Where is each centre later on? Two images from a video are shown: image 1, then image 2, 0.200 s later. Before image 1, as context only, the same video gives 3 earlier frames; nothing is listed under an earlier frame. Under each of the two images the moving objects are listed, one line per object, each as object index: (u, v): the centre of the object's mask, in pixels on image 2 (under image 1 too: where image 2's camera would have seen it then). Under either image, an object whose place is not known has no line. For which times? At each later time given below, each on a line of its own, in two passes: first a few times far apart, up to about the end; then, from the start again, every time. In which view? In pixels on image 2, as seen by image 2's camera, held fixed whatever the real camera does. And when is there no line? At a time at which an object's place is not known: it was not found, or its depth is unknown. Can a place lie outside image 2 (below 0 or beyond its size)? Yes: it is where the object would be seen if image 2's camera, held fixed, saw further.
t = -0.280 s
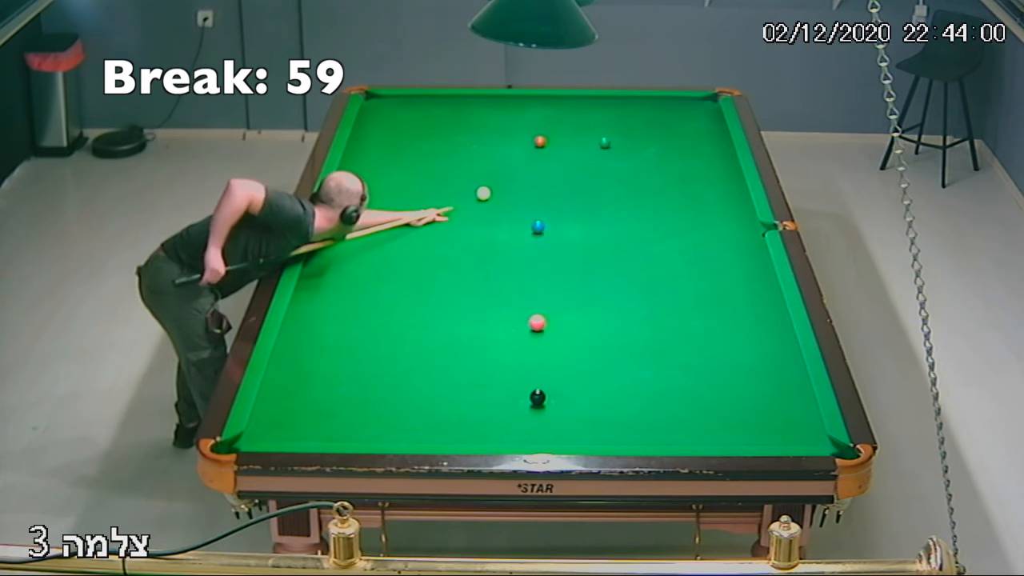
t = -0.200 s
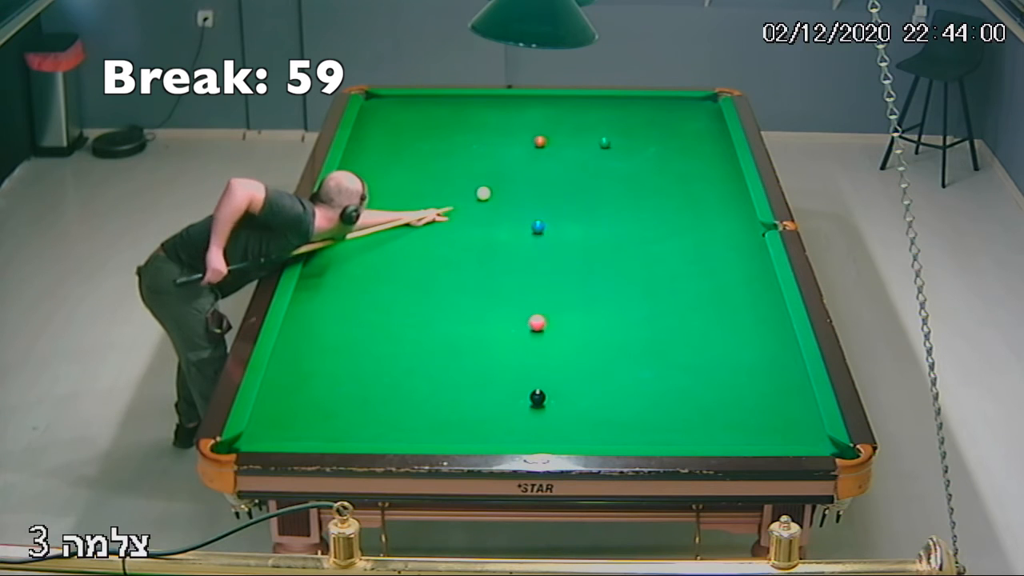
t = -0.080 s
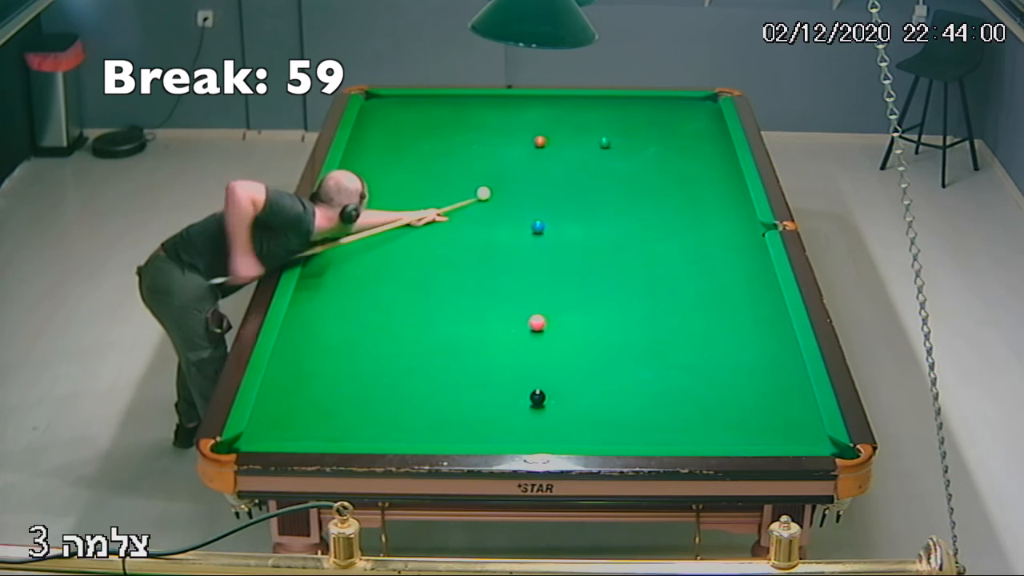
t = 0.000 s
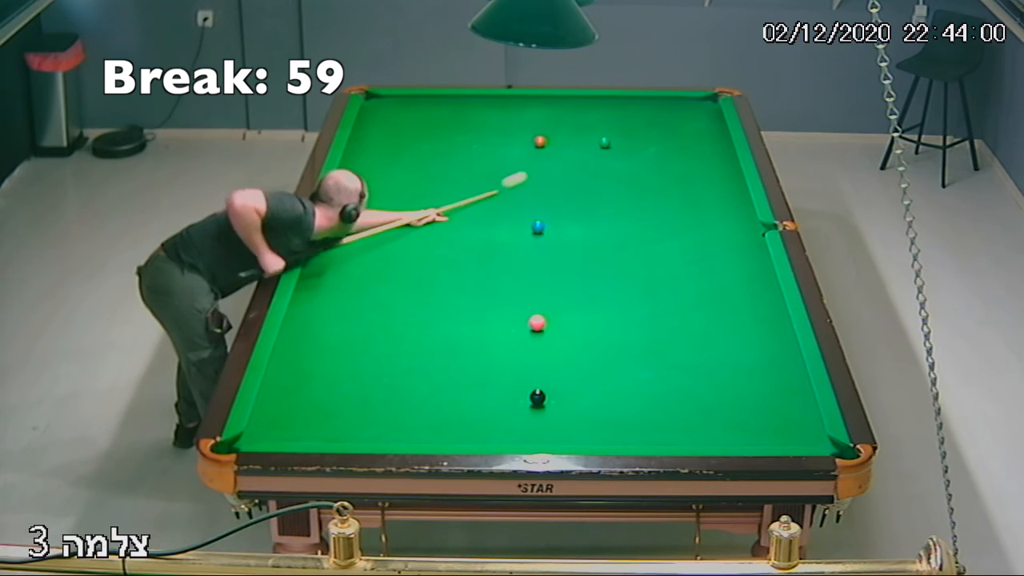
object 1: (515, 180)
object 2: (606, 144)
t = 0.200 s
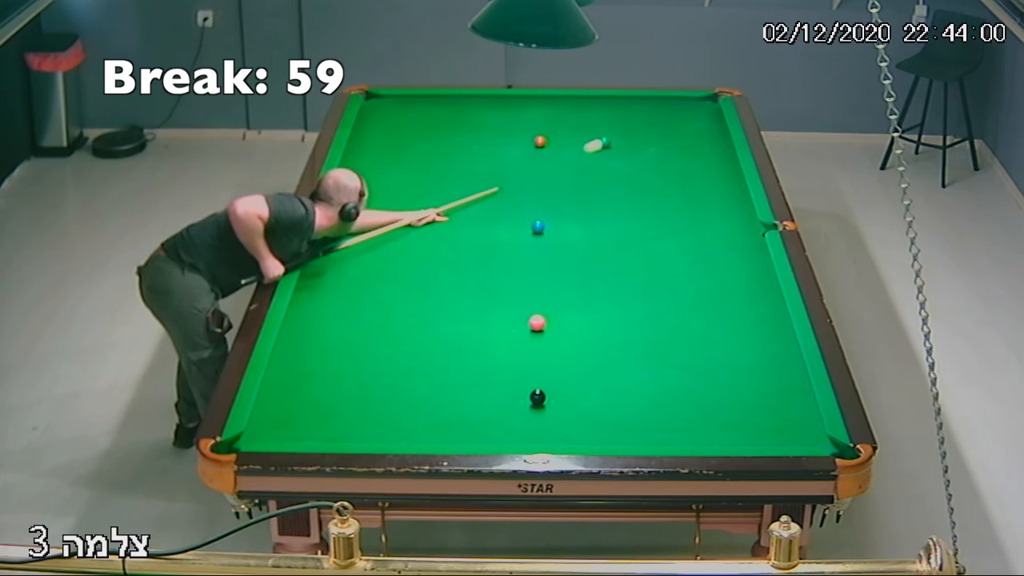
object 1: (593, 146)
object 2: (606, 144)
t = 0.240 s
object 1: (597, 145)
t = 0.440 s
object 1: (593, 145)
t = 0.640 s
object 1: (588, 146)
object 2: (715, 98)
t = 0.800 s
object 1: (585, 147)
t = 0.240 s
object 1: (597, 145)
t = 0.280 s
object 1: (597, 145)
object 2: (628, 135)
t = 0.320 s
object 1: (596, 145)
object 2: (640, 130)
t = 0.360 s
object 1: (595, 145)
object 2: (651, 125)
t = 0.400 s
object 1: (594, 145)
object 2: (661, 121)
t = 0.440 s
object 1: (593, 145)
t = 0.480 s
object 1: (592, 146)
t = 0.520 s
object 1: (591, 146)
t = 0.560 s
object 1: (590, 146)
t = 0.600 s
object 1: (589, 146)
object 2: (707, 101)
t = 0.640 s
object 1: (588, 146)
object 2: (715, 98)
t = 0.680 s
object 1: (588, 147)
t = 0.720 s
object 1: (587, 147)
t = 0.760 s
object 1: (586, 147)
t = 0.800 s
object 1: (585, 147)
